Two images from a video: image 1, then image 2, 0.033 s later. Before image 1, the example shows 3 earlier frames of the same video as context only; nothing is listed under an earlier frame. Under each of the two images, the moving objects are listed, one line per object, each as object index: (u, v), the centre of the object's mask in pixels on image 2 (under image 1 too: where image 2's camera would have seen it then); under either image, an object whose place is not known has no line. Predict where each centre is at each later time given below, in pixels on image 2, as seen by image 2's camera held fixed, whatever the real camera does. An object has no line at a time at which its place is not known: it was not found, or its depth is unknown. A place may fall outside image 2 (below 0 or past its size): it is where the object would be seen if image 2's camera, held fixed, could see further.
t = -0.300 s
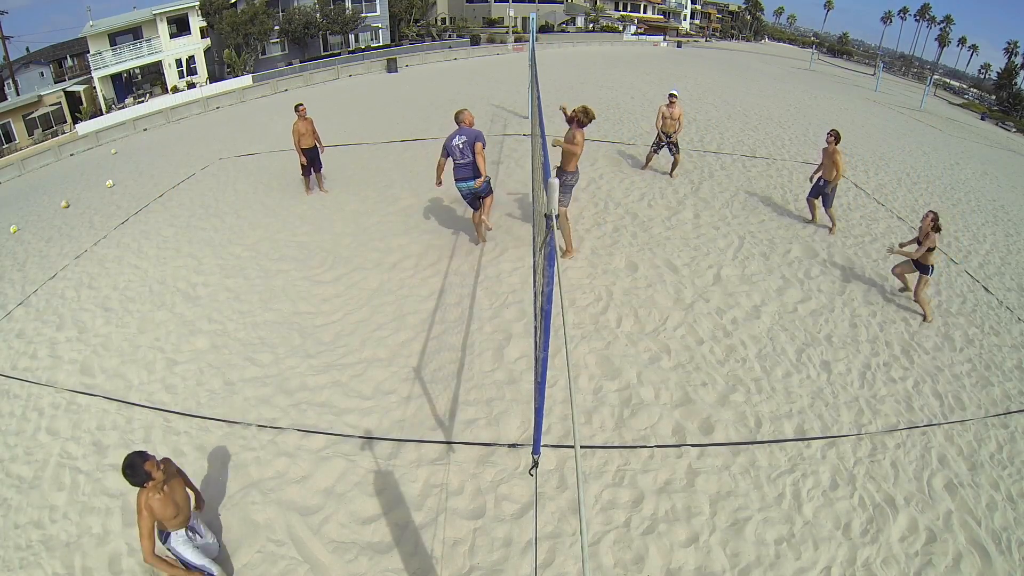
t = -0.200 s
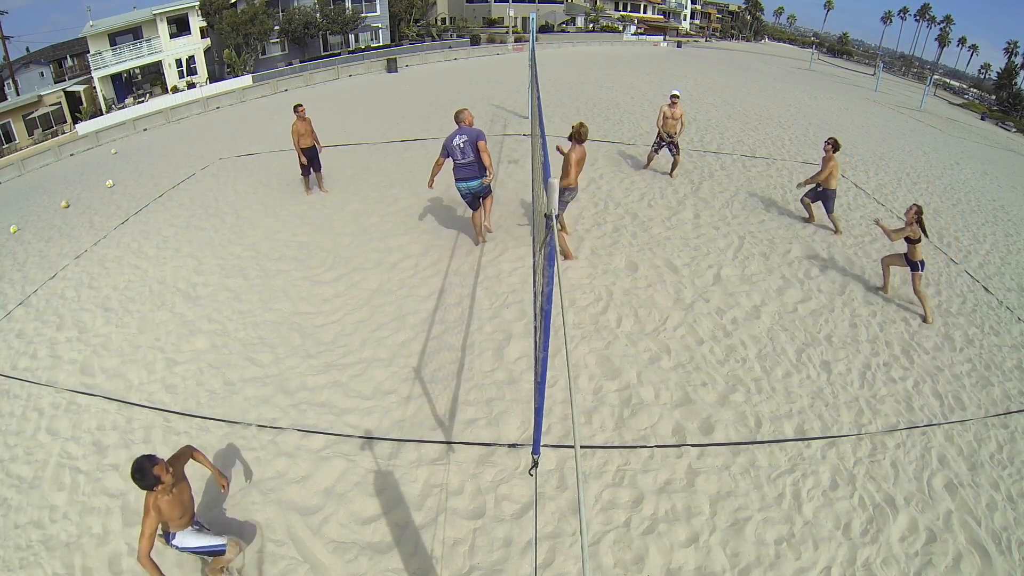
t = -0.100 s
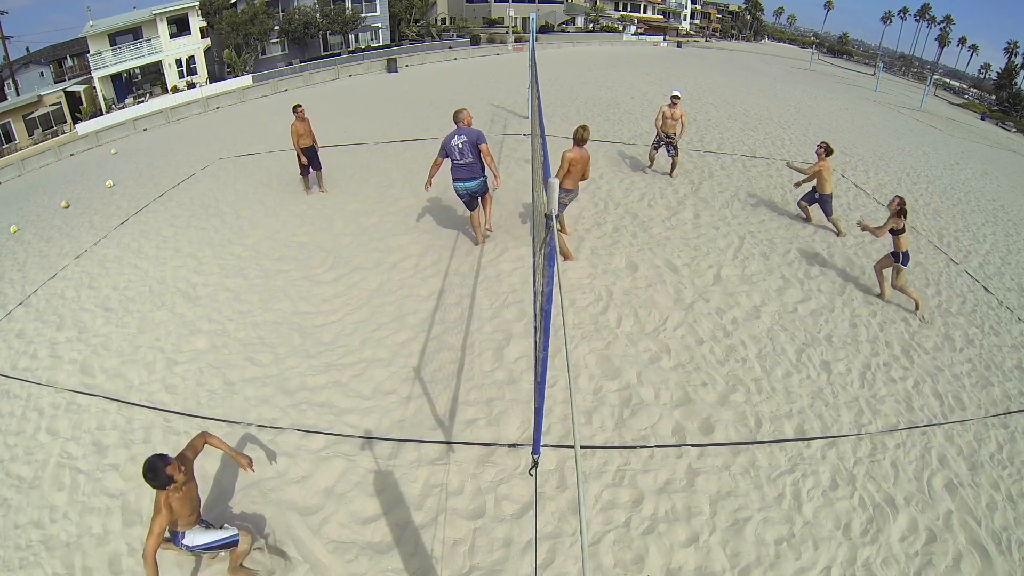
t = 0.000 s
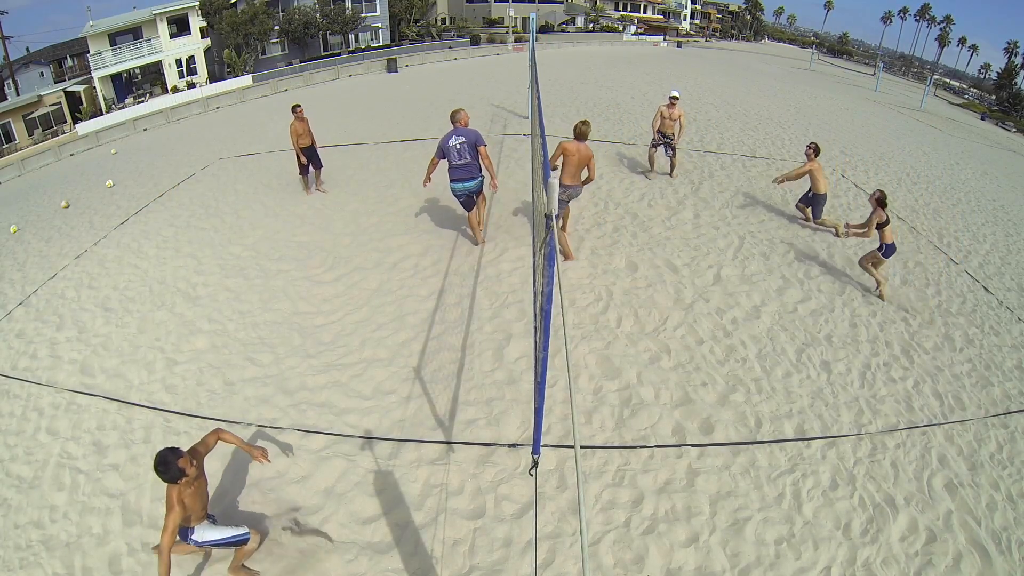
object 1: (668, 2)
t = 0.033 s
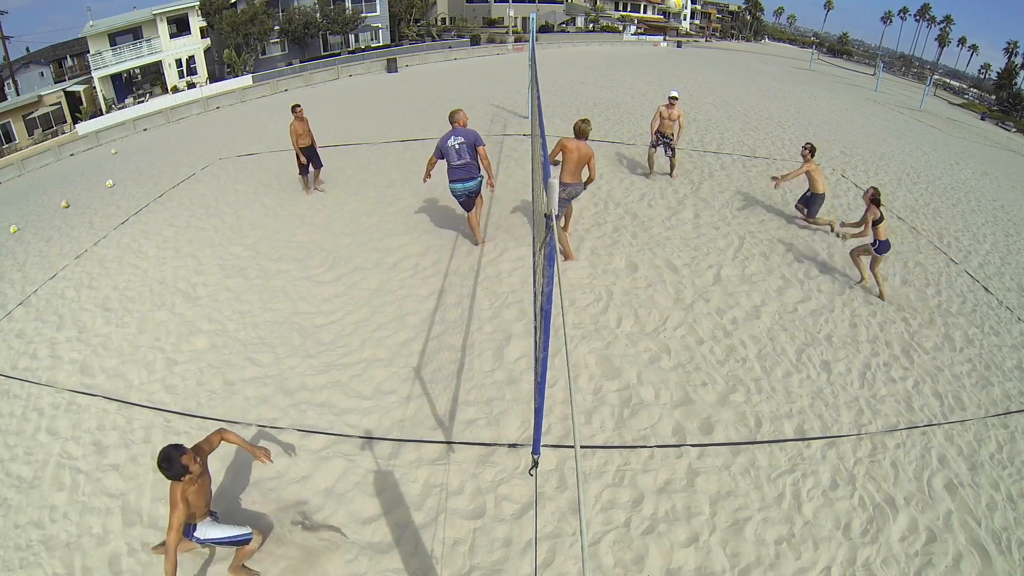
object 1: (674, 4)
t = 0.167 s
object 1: (692, 45)
